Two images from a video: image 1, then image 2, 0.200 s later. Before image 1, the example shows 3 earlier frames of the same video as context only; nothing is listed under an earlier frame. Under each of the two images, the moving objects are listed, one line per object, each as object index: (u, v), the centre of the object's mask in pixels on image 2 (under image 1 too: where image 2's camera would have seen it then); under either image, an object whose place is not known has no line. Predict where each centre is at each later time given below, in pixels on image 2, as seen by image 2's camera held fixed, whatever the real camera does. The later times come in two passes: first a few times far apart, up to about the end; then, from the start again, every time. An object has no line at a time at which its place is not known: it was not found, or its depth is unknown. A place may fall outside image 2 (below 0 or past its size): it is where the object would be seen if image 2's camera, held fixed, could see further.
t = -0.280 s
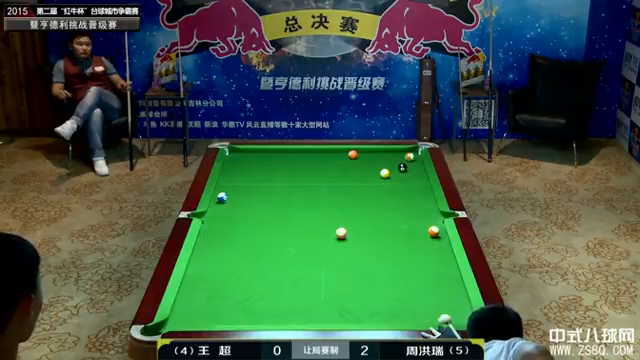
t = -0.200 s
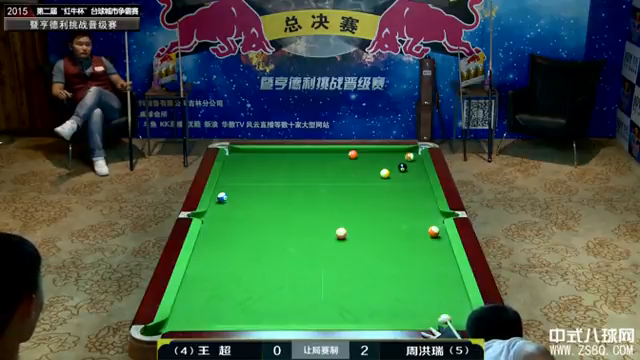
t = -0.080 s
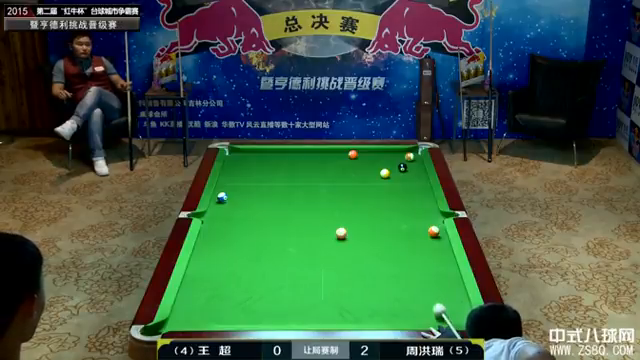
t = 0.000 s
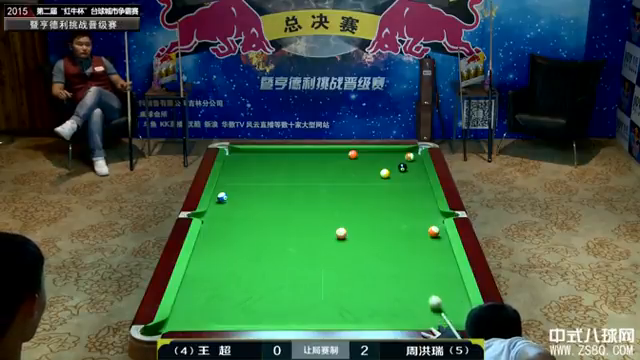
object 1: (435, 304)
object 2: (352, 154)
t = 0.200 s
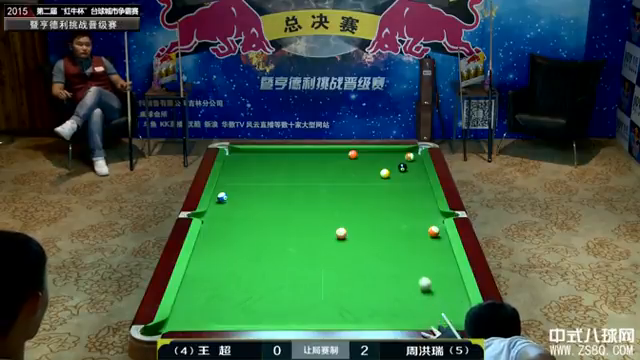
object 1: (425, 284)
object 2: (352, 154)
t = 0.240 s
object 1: (423, 281)
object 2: (352, 154)
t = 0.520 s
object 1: (410, 257)
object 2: (353, 153)
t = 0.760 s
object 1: (401, 240)
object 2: (353, 154)
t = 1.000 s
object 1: (393, 225)
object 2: (353, 154)
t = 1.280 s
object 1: (384, 209)
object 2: (352, 154)
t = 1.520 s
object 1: (378, 197)
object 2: (352, 154)
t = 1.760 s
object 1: (372, 186)
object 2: (353, 154)
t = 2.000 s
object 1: (366, 176)
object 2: (353, 154)
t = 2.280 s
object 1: (361, 165)
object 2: (353, 154)
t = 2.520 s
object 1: (357, 157)
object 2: (351, 153)
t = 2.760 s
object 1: (362, 154)
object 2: (345, 150)
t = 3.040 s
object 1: (367, 152)
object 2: (341, 153)
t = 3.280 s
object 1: (371, 150)
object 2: (338, 155)
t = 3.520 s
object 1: (374, 151)
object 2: (335, 157)
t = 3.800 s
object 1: (376, 152)
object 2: (332, 159)
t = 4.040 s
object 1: (378, 153)
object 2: (330, 161)
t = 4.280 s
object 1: (380, 154)
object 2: (328, 162)
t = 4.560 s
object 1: (382, 154)
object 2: (326, 164)
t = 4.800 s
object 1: (383, 155)
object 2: (325, 164)
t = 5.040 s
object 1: (383, 155)
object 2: (324, 165)
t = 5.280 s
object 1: (383, 155)
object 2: (323, 166)
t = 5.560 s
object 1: (383, 155)
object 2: (323, 166)
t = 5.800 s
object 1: (383, 155)
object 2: (323, 166)
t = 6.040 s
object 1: (383, 155)
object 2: (323, 166)
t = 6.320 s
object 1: (383, 155)
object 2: (323, 166)
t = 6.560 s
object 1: (383, 155)
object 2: (323, 166)
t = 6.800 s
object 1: (383, 154)
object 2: (323, 166)
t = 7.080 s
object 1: (383, 155)
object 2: (323, 166)
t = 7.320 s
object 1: (383, 155)
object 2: (323, 166)
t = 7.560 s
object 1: (383, 155)
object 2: (323, 166)
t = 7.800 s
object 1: (383, 155)
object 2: (323, 166)
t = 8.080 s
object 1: (383, 155)
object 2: (323, 166)
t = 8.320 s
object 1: (383, 155)
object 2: (323, 166)
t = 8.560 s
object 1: (383, 155)
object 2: (323, 166)
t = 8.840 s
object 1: (383, 155)
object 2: (323, 166)
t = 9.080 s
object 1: (383, 155)
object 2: (323, 166)
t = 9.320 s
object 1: (383, 155)
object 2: (323, 166)
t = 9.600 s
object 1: (383, 154)
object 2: (323, 167)
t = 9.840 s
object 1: (383, 155)
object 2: (323, 166)
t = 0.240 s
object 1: (423, 281)
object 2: (352, 154)
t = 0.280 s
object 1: (421, 277)
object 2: (353, 154)
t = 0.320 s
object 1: (419, 274)
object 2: (352, 154)
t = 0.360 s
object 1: (417, 271)
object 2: (352, 154)
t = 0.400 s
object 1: (415, 267)
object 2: (352, 154)
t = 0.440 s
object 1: (414, 264)
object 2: (353, 154)
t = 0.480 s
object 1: (412, 261)
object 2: (352, 154)
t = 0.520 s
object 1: (410, 257)
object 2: (353, 153)
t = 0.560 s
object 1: (409, 255)
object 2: (353, 154)
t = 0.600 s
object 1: (407, 252)
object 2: (353, 153)
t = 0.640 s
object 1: (406, 249)
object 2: (353, 154)
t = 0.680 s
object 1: (404, 246)
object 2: (353, 154)
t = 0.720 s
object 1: (403, 243)
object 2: (353, 154)
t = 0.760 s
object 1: (401, 240)
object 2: (353, 154)
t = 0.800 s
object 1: (400, 238)
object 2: (352, 153)
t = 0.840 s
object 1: (398, 235)
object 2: (353, 154)
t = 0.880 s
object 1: (397, 232)
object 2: (352, 154)
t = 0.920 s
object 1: (396, 230)
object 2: (353, 154)
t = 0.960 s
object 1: (394, 227)
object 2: (353, 154)
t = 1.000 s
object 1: (393, 225)
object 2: (353, 154)
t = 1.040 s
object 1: (392, 222)
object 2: (353, 154)
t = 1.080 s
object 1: (390, 220)
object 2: (353, 154)
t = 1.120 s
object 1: (389, 218)
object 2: (353, 154)
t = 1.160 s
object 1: (388, 216)
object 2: (353, 154)
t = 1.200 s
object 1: (387, 214)
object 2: (353, 154)
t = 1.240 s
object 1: (385, 211)
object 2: (353, 154)
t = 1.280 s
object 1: (384, 209)
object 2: (352, 154)
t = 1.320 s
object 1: (383, 207)
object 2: (353, 154)
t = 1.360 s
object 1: (382, 205)
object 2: (352, 154)
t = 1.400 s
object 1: (381, 203)
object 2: (353, 154)
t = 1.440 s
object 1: (380, 201)
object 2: (353, 154)
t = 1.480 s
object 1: (379, 199)
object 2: (352, 154)
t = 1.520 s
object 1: (378, 197)
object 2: (352, 154)
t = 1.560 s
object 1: (377, 195)
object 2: (353, 154)
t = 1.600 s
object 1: (376, 193)
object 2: (352, 154)
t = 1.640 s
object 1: (375, 191)
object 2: (353, 154)
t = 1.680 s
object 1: (374, 189)
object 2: (353, 154)
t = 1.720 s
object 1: (373, 187)
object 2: (353, 154)
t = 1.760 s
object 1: (372, 186)
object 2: (353, 154)
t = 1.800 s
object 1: (371, 184)
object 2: (353, 154)
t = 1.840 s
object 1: (370, 182)
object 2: (353, 154)
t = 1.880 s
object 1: (369, 180)
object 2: (353, 154)
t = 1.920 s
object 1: (368, 179)
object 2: (353, 154)
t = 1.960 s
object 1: (367, 177)
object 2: (353, 154)
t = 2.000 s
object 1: (366, 176)
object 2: (353, 154)
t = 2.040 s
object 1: (366, 174)
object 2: (352, 154)
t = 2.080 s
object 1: (365, 172)
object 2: (352, 154)
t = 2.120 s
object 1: (364, 171)
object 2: (352, 154)
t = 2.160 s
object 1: (363, 169)
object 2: (353, 154)
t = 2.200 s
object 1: (362, 168)
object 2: (353, 154)
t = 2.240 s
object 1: (362, 166)
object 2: (352, 154)
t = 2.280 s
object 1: (361, 165)
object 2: (353, 154)
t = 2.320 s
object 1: (360, 163)
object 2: (352, 154)
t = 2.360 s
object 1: (359, 162)
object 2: (352, 154)
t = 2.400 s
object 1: (359, 161)
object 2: (352, 154)
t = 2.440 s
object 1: (358, 159)
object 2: (352, 153)
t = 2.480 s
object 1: (357, 158)
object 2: (351, 153)
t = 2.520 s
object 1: (357, 157)
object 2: (351, 153)
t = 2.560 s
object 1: (358, 156)
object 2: (350, 153)
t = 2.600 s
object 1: (359, 156)
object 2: (349, 152)
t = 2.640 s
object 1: (360, 156)
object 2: (349, 151)
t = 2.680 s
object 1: (360, 155)
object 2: (347, 150)
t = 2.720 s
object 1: (361, 154)
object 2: (345, 150)
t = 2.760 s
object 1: (362, 154)
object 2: (345, 150)
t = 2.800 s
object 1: (363, 154)
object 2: (345, 150)
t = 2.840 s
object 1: (363, 154)
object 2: (344, 151)
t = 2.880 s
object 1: (364, 153)
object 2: (343, 151)
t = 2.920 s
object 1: (365, 153)
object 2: (343, 152)
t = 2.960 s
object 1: (366, 152)
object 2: (342, 152)
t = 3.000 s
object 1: (366, 152)
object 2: (342, 152)
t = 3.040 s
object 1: (367, 152)
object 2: (341, 153)
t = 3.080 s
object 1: (368, 151)
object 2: (340, 153)
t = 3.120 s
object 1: (368, 151)
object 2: (340, 153)
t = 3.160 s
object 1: (369, 151)
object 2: (339, 154)
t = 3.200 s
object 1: (370, 150)
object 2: (339, 154)
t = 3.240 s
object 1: (370, 150)
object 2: (339, 155)
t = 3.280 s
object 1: (371, 150)
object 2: (338, 155)
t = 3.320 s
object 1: (371, 151)
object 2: (338, 155)
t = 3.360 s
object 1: (372, 151)
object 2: (337, 156)
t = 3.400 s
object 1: (372, 151)
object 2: (336, 156)
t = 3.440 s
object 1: (373, 151)
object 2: (336, 156)
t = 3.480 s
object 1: (373, 151)
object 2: (335, 157)
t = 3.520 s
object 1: (374, 151)
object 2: (335, 157)
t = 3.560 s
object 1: (374, 152)
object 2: (335, 157)
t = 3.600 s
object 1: (375, 152)
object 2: (334, 158)
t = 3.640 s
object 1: (375, 152)
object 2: (334, 158)
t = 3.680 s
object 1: (375, 152)
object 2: (333, 158)
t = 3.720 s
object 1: (376, 152)
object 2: (333, 159)
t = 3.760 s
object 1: (376, 152)
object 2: (332, 159)
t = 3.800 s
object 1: (376, 152)
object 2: (332, 159)
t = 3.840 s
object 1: (377, 153)
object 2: (332, 160)
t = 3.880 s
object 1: (377, 153)
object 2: (331, 160)
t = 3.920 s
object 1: (377, 153)
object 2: (331, 160)
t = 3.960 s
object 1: (378, 153)
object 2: (331, 160)
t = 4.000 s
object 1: (378, 153)
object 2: (330, 161)
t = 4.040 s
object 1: (378, 153)
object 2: (330, 161)
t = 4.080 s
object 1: (379, 153)
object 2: (330, 161)
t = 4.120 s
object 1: (379, 154)
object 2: (329, 161)
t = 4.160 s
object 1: (379, 154)
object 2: (329, 162)
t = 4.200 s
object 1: (380, 154)
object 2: (329, 162)
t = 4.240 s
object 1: (380, 154)
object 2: (328, 162)
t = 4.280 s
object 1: (380, 154)
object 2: (328, 162)
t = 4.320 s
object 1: (381, 154)
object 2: (327, 163)
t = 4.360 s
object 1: (381, 154)
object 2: (327, 163)
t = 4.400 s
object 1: (381, 154)
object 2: (327, 163)
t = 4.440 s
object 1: (381, 154)
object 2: (327, 163)
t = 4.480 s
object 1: (381, 154)
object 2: (326, 164)
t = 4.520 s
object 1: (382, 154)
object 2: (326, 164)
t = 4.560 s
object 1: (382, 154)
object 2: (326, 164)
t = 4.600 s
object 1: (382, 154)
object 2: (326, 164)
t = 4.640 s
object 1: (382, 154)
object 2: (326, 164)
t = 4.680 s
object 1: (382, 154)
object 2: (325, 164)
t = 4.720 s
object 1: (382, 154)
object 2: (325, 164)
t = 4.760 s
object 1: (382, 155)
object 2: (325, 164)
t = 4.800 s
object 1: (383, 155)
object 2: (325, 164)
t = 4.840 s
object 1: (383, 155)
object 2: (325, 165)
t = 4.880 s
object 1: (383, 155)
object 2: (325, 165)
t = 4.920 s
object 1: (383, 155)
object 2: (324, 165)
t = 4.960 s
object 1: (383, 155)
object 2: (324, 165)
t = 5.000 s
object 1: (383, 155)
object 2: (324, 165)
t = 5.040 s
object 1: (383, 155)
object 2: (324, 165)
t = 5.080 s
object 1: (383, 155)
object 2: (324, 165)
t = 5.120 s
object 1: (383, 155)
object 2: (324, 166)
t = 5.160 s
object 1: (383, 155)
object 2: (324, 166)
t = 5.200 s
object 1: (383, 155)
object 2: (324, 166)
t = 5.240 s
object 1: (383, 155)
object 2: (324, 166)
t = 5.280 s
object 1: (383, 155)
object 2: (323, 166)
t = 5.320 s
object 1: (383, 155)
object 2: (323, 166)
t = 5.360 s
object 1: (383, 155)
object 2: (323, 166)
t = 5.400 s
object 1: (383, 155)
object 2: (323, 166)
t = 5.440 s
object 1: (383, 155)
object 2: (323, 166)
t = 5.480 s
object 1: (383, 155)
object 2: (323, 166)
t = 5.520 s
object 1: (383, 155)
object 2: (323, 166)
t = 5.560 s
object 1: (383, 155)
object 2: (323, 166)
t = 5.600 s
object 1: (383, 155)
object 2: (323, 166)
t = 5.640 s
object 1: (383, 155)
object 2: (323, 166)
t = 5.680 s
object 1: (383, 155)
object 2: (323, 166)
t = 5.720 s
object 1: (383, 155)
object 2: (323, 166)
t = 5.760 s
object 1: (383, 155)
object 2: (323, 166)
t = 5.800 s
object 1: (383, 155)
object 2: (323, 166)
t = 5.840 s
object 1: (383, 154)
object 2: (323, 166)
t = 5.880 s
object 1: (383, 155)
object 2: (323, 166)
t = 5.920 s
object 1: (383, 155)
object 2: (323, 166)
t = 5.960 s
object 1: (383, 155)
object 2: (323, 166)
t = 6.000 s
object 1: (383, 155)
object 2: (323, 166)
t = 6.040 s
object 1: (383, 155)
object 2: (323, 166)
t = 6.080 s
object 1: (383, 155)
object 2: (323, 166)
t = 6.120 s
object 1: (383, 155)
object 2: (323, 166)
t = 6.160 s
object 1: (383, 155)
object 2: (323, 166)
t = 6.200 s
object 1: (383, 155)
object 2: (323, 166)
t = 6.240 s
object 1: (383, 155)
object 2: (323, 166)
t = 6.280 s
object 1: (383, 155)
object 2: (323, 166)
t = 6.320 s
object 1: (383, 155)
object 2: (323, 166)
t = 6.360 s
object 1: (383, 155)
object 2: (323, 166)
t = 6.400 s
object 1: (383, 155)
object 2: (323, 166)
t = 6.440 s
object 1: (383, 155)
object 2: (323, 166)
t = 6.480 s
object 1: (383, 155)
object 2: (323, 166)
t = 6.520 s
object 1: (383, 155)
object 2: (323, 166)
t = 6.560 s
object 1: (383, 155)
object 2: (323, 166)
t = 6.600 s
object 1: (383, 155)
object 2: (323, 166)
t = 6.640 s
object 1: (383, 155)
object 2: (323, 166)
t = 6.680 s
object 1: (383, 154)
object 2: (323, 166)
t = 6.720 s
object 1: (383, 155)
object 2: (323, 166)
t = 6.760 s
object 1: (383, 155)
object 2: (323, 166)
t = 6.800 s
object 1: (383, 154)
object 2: (323, 166)
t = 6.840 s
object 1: (383, 154)
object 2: (323, 166)
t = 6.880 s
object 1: (383, 155)
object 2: (323, 166)
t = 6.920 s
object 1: (383, 154)
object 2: (323, 166)
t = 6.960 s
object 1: (383, 154)
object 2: (323, 166)
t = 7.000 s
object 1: (383, 154)
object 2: (323, 166)
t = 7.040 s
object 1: (383, 155)
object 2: (323, 166)
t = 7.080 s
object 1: (383, 155)
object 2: (323, 166)
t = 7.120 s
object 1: (383, 155)
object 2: (323, 166)
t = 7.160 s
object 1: (383, 154)
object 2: (323, 166)
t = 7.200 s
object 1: (383, 155)
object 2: (323, 166)
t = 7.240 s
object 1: (383, 155)
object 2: (323, 166)
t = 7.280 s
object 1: (383, 155)
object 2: (323, 166)
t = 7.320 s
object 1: (383, 155)
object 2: (323, 166)
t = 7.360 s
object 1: (383, 155)
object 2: (323, 166)
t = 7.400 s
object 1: (383, 155)
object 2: (323, 166)
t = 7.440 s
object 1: (383, 155)
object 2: (323, 166)
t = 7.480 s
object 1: (383, 155)
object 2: (323, 166)
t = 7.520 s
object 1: (383, 155)
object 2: (323, 166)
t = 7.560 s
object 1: (383, 155)
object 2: (323, 166)
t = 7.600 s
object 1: (383, 155)
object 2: (323, 166)
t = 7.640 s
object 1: (383, 155)
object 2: (323, 166)
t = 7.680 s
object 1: (383, 155)
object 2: (323, 166)
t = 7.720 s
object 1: (383, 155)
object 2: (323, 166)
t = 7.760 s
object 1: (383, 155)
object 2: (323, 166)
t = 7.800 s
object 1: (383, 155)
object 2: (323, 166)
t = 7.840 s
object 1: (383, 155)
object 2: (323, 166)
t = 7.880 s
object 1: (383, 155)
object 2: (323, 166)
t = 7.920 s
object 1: (383, 155)
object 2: (323, 166)
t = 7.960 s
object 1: (383, 155)
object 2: (323, 166)
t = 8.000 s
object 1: (383, 155)
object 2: (323, 166)
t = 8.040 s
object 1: (383, 155)
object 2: (323, 166)
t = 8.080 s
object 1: (383, 155)
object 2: (323, 166)
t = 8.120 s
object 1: (383, 154)
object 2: (323, 166)
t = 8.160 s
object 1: (383, 155)
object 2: (323, 166)
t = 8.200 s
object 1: (383, 155)
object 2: (323, 166)
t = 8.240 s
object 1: (383, 154)
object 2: (323, 166)
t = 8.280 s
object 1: (383, 155)
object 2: (323, 166)
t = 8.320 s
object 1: (383, 155)
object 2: (323, 166)
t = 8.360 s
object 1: (383, 155)
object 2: (323, 166)
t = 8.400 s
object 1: (383, 155)
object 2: (323, 166)
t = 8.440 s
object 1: (383, 155)
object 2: (323, 166)
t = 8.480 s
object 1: (383, 155)
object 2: (323, 166)
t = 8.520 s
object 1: (383, 155)
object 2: (323, 166)
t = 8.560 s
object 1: (383, 155)
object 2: (323, 166)
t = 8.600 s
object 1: (383, 154)
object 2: (323, 166)
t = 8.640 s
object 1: (383, 154)
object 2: (323, 166)
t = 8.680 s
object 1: (383, 155)
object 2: (323, 166)
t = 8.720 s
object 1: (383, 155)
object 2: (323, 166)
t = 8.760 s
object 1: (383, 155)
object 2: (323, 166)
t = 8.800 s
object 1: (383, 155)
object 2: (323, 166)
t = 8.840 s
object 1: (383, 155)
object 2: (323, 166)
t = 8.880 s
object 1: (383, 155)
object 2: (323, 166)
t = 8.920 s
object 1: (383, 155)
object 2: (323, 166)
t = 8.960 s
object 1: (383, 155)
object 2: (323, 166)
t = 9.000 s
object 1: (383, 155)
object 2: (323, 166)
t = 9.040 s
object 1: (383, 155)
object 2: (323, 166)
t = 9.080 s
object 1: (383, 155)
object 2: (323, 166)
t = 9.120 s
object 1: (383, 155)
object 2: (323, 166)
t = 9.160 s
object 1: (383, 155)
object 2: (323, 166)
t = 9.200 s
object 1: (383, 155)
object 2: (323, 166)
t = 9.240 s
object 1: (383, 155)
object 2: (323, 166)
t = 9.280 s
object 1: (383, 155)
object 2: (323, 166)
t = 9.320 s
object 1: (383, 155)
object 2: (323, 166)
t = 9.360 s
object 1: (383, 155)
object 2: (323, 166)
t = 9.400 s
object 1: (383, 155)
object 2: (323, 166)
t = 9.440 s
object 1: (383, 155)
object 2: (323, 166)
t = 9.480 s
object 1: (383, 155)
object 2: (323, 166)
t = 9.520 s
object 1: (383, 154)
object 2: (323, 167)
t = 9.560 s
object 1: (383, 154)
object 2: (323, 167)
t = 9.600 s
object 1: (383, 154)
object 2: (323, 167)
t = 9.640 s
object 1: (383, 154)
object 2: (323, 167)
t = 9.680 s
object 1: (383, 154)
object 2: (323, 167)
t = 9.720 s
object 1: (383, 154)
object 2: (323, 167)
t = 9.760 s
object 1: (383, 155)
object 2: (323, 166)
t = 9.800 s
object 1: (383, 155)
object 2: (323, 166)
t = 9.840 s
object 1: (383, 155)
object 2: (323, 166)
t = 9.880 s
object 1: (383, 155)
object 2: (323, 166)
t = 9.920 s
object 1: (383, 155)
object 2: (323, 166)
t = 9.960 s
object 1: (383, 155)
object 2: (323, 166)
